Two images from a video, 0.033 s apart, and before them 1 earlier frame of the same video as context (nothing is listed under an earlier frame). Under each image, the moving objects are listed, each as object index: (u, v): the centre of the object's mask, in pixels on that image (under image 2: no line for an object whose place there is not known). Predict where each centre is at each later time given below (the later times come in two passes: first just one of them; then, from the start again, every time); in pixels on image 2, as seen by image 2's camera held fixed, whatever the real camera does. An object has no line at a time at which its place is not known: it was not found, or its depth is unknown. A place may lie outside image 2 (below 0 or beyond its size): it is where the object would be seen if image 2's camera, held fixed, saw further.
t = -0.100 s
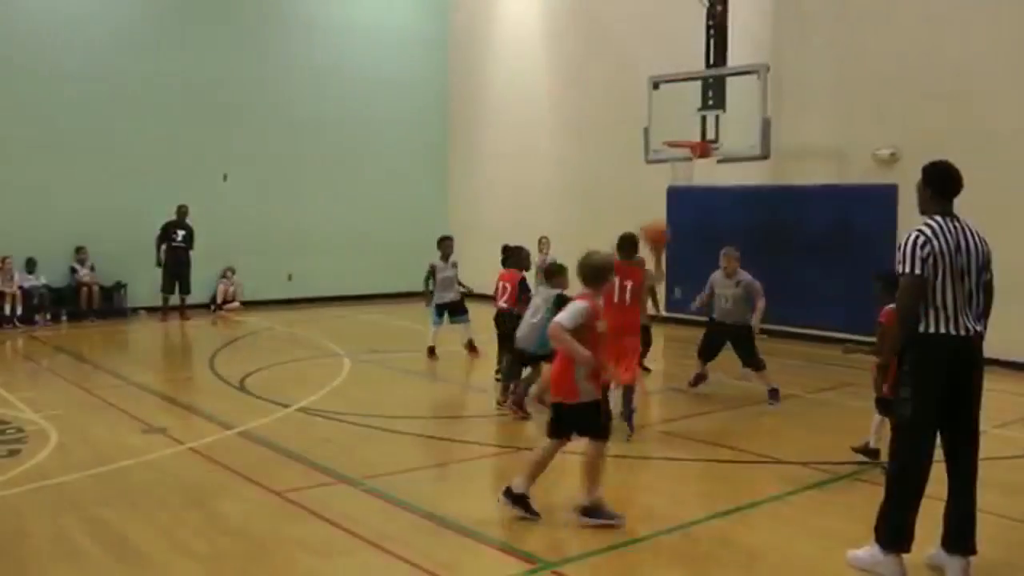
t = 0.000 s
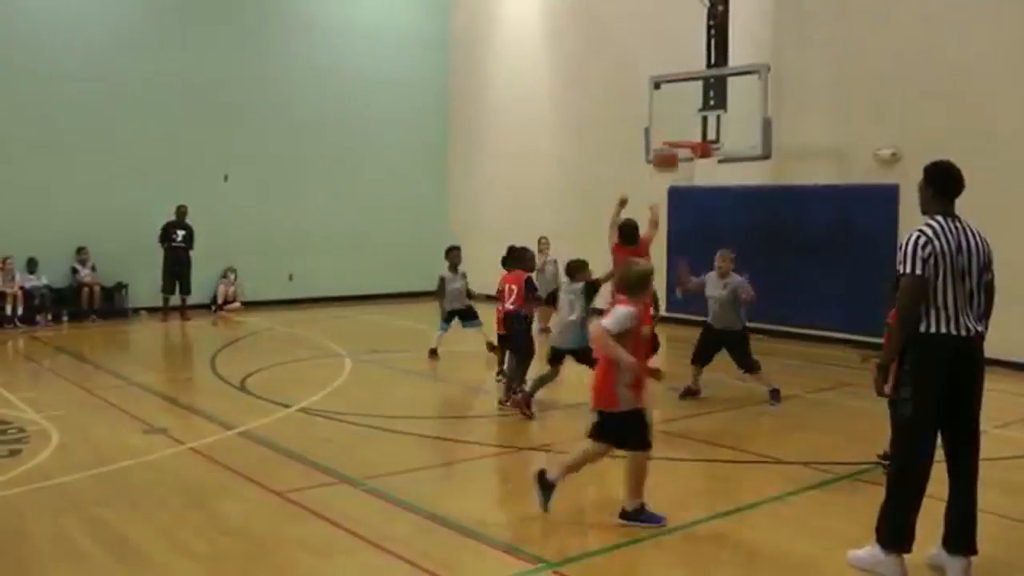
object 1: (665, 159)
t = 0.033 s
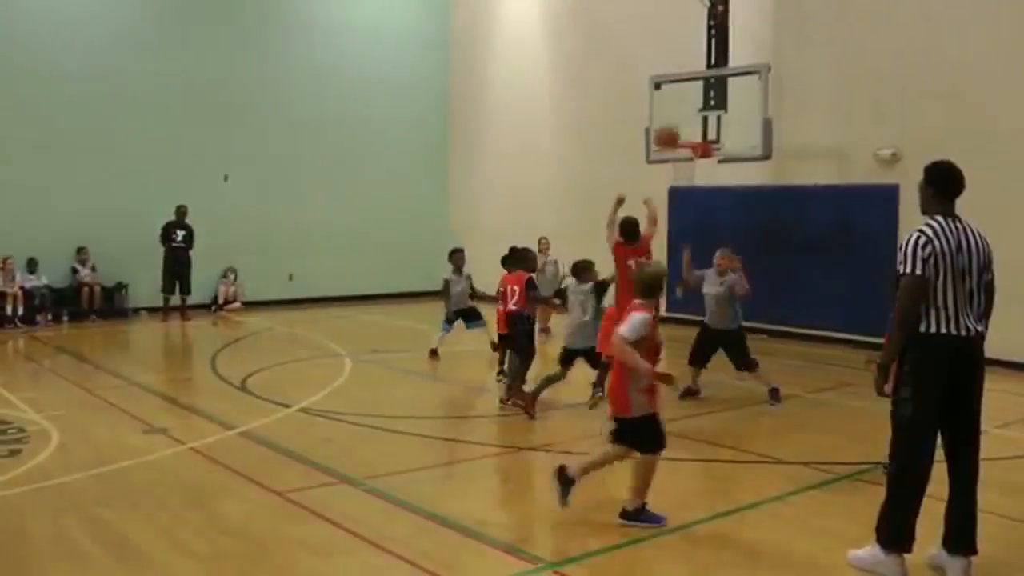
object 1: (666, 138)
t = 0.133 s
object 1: (670, 86)
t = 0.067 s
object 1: (668, 118)
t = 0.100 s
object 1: (669, 101)
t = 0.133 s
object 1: (670, 86)
